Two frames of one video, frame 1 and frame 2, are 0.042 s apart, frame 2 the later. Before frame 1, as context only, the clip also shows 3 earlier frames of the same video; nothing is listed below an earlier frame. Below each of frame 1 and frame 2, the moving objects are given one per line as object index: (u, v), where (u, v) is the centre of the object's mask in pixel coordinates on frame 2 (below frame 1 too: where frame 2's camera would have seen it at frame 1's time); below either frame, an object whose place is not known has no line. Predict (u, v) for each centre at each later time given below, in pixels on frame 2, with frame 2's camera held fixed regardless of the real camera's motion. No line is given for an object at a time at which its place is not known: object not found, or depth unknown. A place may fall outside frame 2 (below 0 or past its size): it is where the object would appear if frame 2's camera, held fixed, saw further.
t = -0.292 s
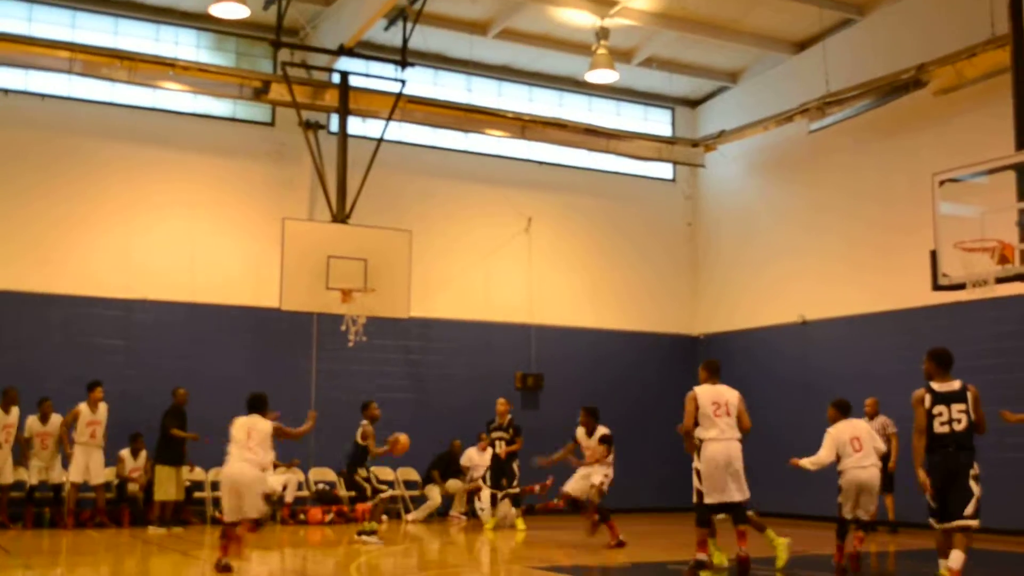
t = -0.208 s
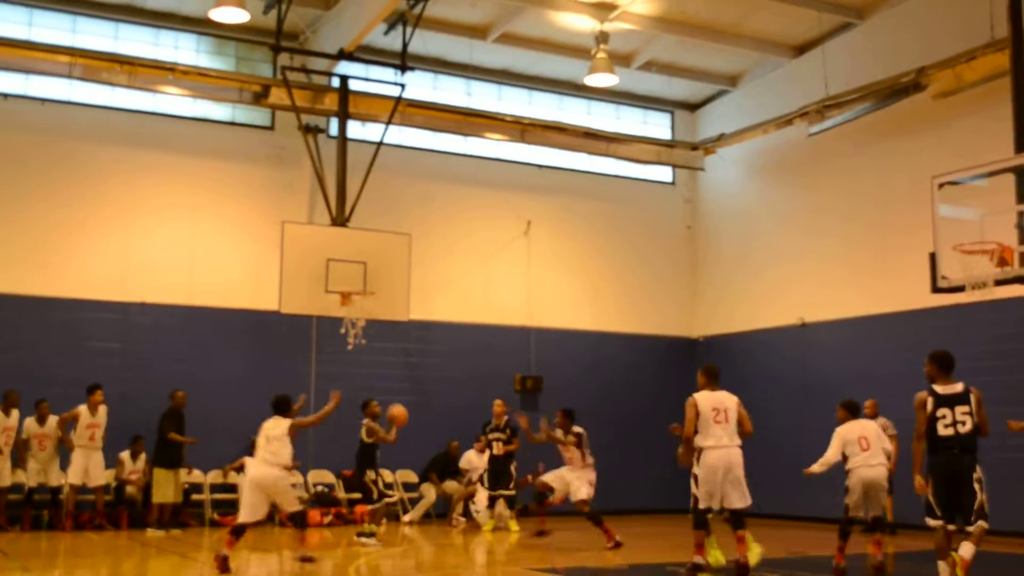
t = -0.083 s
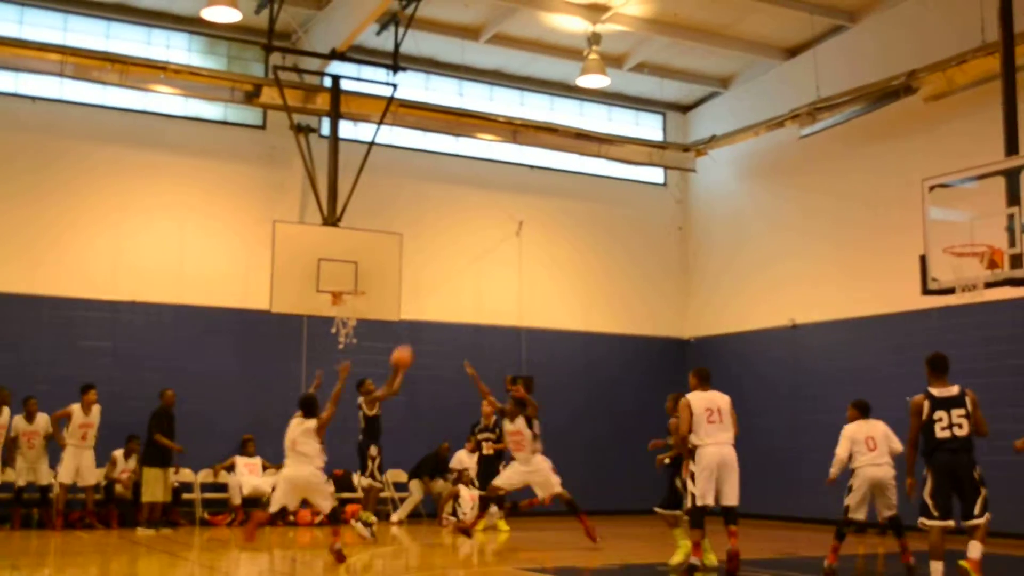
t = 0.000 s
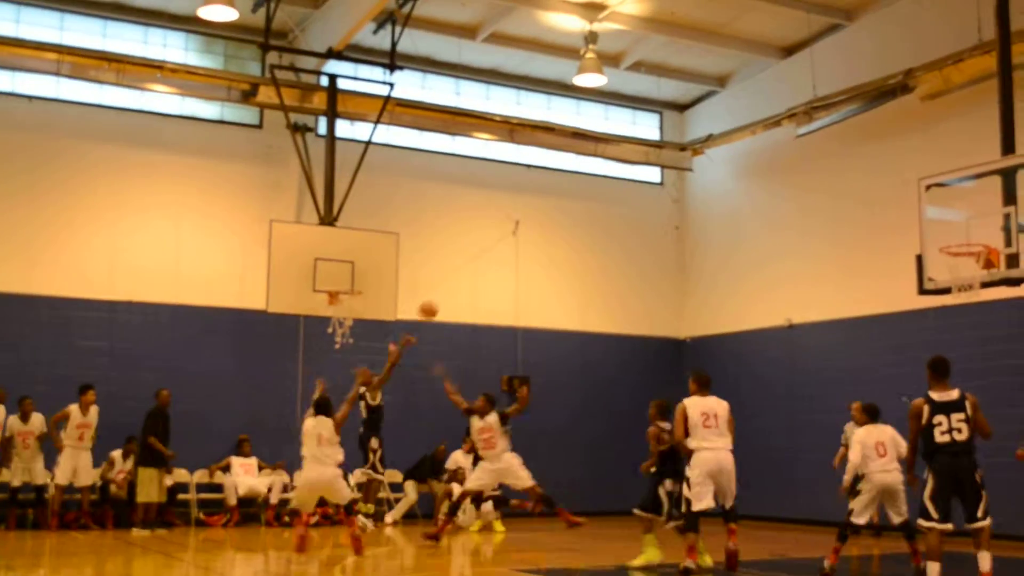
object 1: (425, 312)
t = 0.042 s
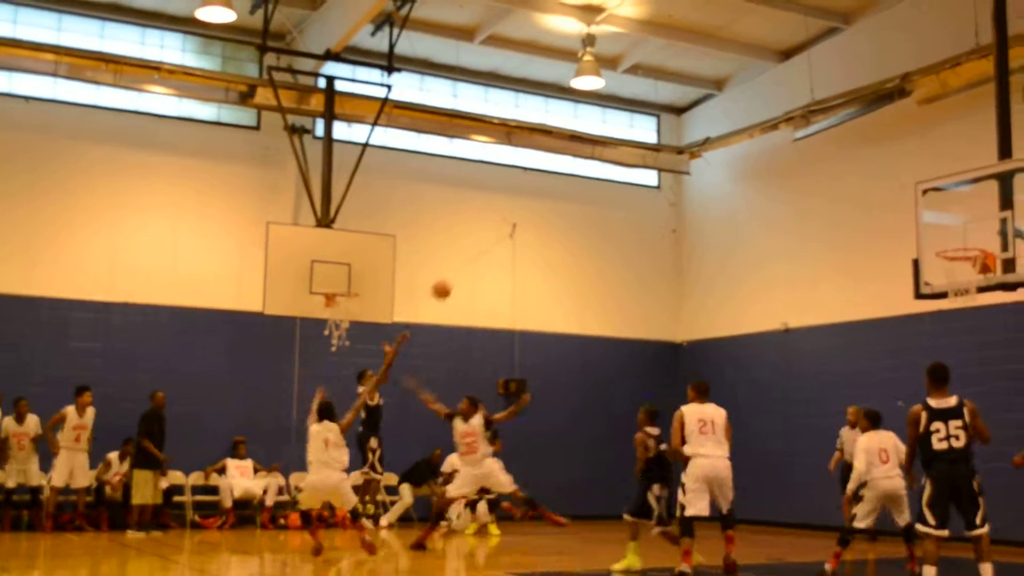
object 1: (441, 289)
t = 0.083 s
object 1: (458, 267)
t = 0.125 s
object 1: (475, 247)
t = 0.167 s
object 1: (491, 229)
